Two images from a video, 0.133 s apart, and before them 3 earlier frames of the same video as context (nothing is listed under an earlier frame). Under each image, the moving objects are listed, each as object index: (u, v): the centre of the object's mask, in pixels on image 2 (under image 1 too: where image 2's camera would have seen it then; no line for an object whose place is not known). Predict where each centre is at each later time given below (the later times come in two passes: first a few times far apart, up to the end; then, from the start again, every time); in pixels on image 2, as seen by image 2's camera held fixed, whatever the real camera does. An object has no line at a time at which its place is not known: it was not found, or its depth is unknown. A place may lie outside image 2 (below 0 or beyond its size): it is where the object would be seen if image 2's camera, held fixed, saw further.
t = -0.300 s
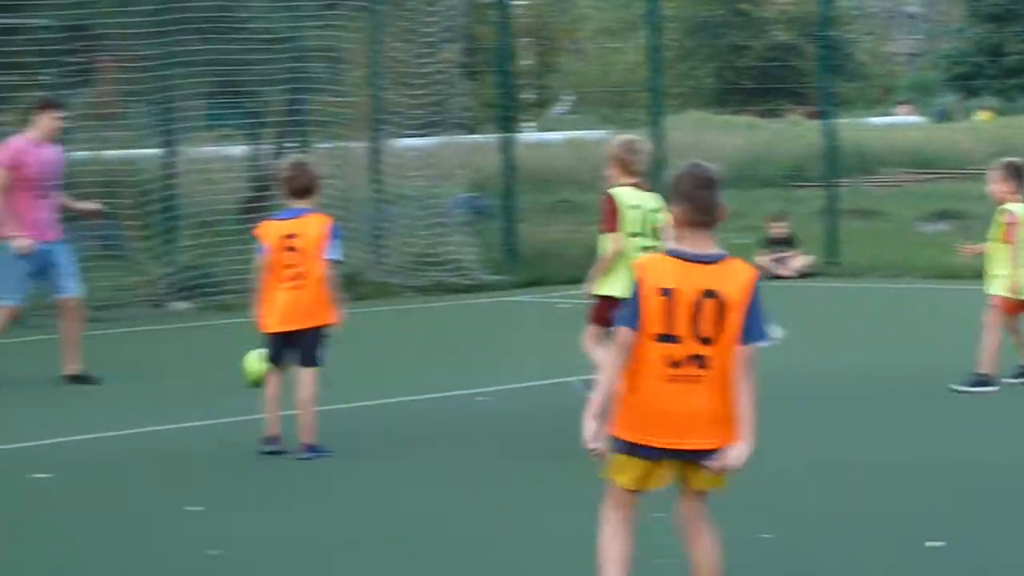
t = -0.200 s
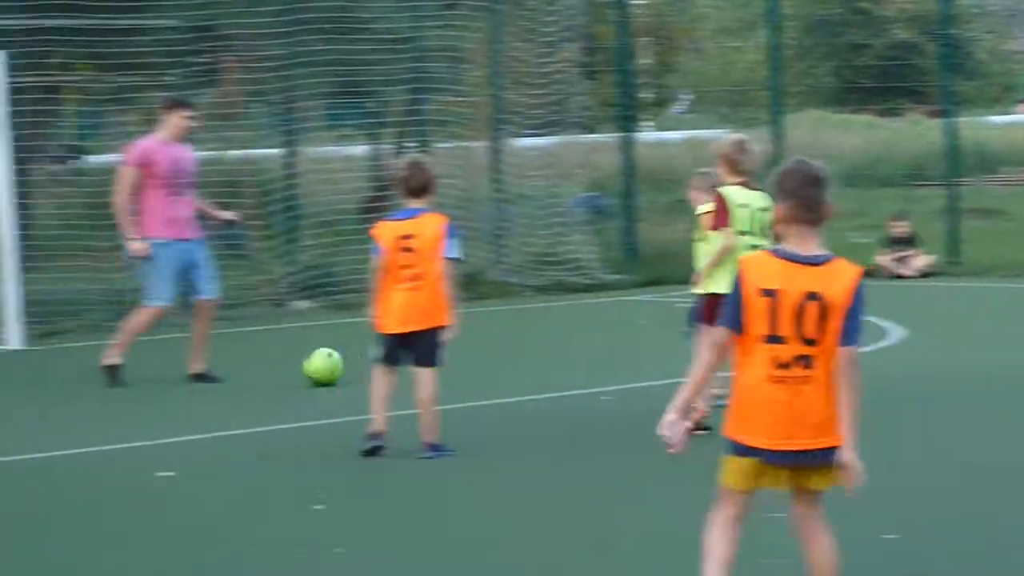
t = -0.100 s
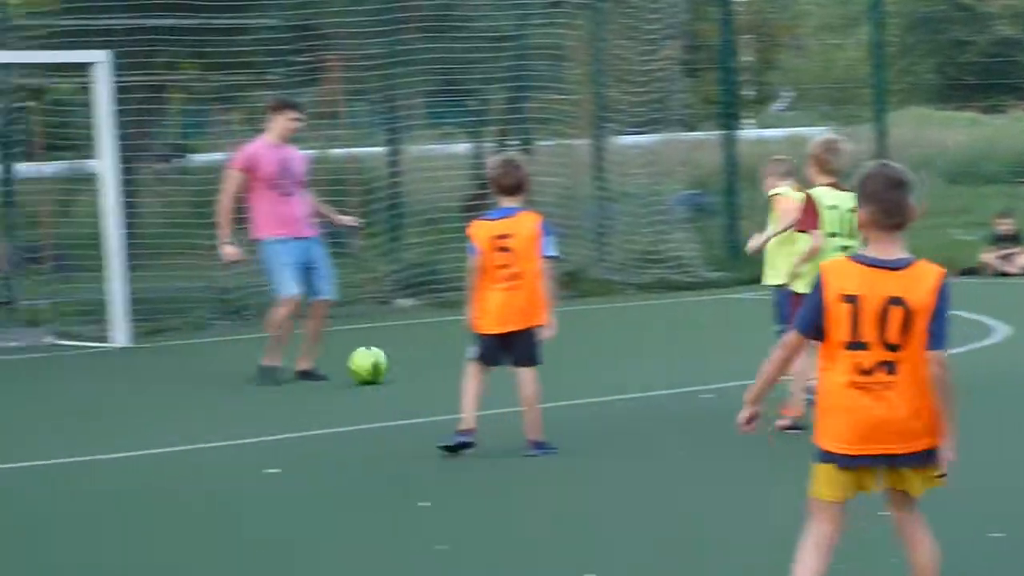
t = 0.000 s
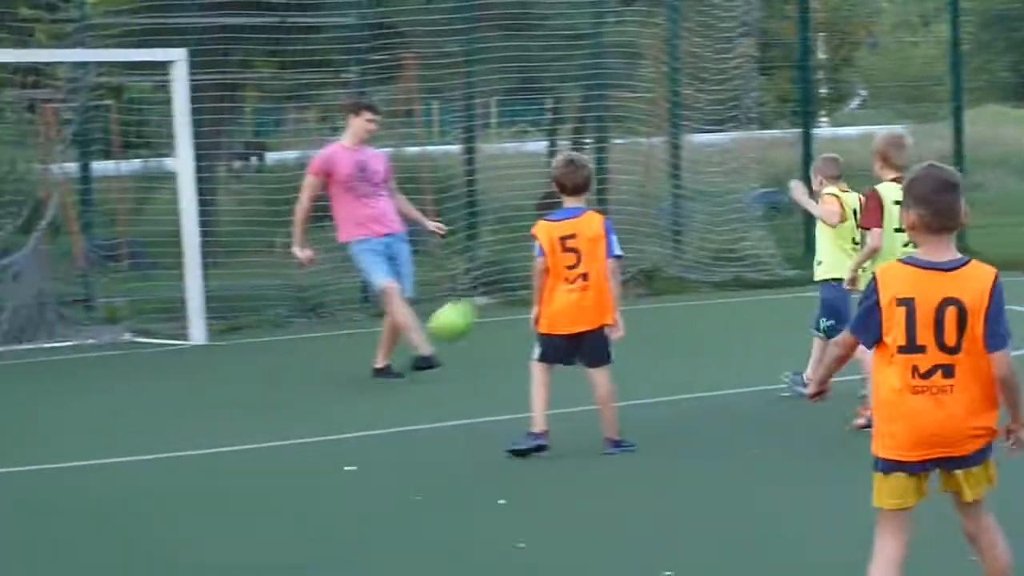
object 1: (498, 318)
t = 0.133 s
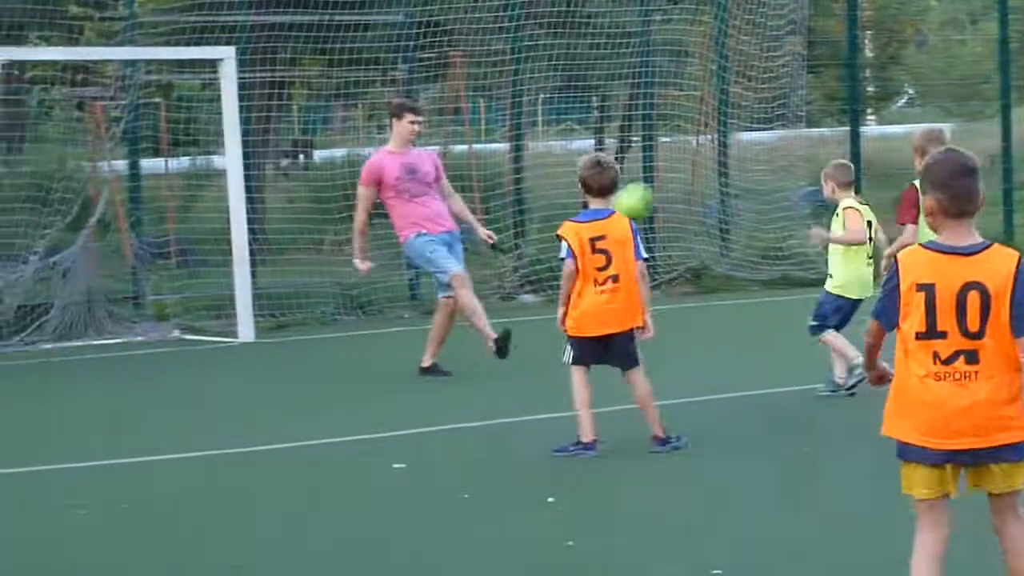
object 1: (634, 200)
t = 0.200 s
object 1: (699, 158)
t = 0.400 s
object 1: (915, 58)
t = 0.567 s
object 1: (1113, 25)
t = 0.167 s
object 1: (664, 180)
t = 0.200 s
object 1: (699, 158)
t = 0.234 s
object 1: (734, 136)
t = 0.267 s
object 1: (769, 116)
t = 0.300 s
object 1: (805, 99)
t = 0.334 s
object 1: (841, 84)
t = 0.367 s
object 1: (877, 69)
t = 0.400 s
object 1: (915, 58)
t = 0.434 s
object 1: (953, 48)
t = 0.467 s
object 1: (993, 39)
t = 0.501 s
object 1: (1032, 31)
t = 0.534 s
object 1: (1072, 28)
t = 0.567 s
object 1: (1113, 25)
